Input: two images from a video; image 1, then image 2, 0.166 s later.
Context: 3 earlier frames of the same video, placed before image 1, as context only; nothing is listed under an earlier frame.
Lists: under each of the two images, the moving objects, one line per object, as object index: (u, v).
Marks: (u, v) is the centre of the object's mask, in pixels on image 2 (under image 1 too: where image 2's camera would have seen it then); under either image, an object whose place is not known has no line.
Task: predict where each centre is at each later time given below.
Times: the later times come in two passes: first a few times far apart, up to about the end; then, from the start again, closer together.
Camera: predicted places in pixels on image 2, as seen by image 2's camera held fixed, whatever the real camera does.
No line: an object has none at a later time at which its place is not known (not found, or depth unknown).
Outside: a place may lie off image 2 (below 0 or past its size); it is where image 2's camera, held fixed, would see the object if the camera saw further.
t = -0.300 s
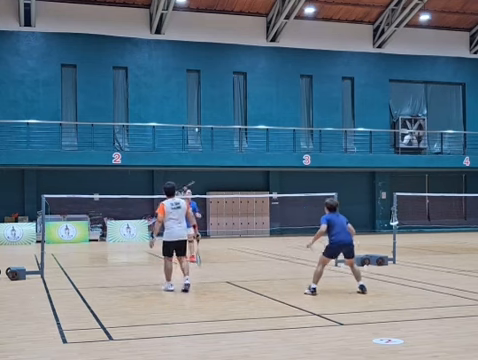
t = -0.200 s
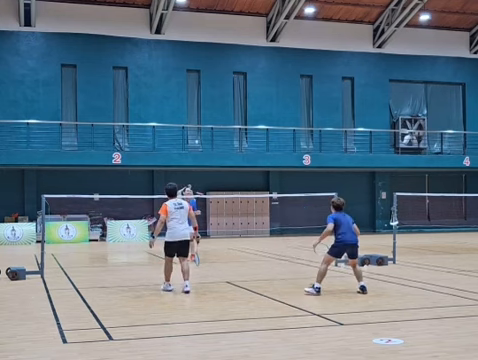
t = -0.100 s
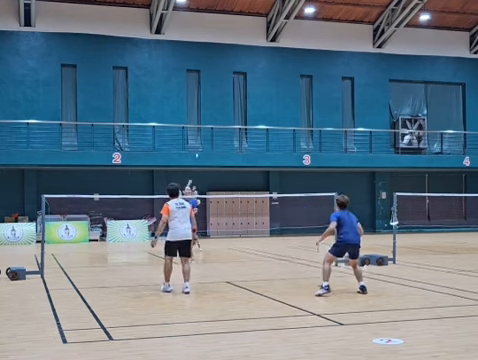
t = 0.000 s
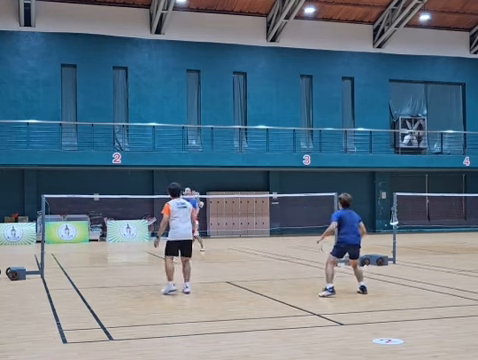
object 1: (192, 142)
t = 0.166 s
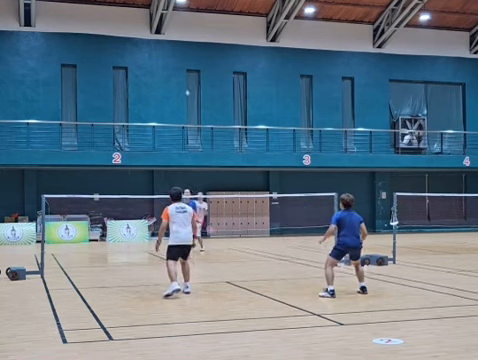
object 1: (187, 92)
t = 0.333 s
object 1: (182, 65)
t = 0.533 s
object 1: (176, 54)
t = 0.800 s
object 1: (170, 76)
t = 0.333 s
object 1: (182, 65)
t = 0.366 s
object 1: (181, 61)
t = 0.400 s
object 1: (180, 58)
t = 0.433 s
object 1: (179, 56)
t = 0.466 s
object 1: (178, 54)
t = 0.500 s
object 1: (177, 54)
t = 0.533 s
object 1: (176, 54)
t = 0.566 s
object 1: (176, 54)
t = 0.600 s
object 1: (175, 56)
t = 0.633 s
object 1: (174, 57)
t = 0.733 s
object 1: (171, 66)
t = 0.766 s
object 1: (171, 71)
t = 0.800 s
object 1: (170, 76)
